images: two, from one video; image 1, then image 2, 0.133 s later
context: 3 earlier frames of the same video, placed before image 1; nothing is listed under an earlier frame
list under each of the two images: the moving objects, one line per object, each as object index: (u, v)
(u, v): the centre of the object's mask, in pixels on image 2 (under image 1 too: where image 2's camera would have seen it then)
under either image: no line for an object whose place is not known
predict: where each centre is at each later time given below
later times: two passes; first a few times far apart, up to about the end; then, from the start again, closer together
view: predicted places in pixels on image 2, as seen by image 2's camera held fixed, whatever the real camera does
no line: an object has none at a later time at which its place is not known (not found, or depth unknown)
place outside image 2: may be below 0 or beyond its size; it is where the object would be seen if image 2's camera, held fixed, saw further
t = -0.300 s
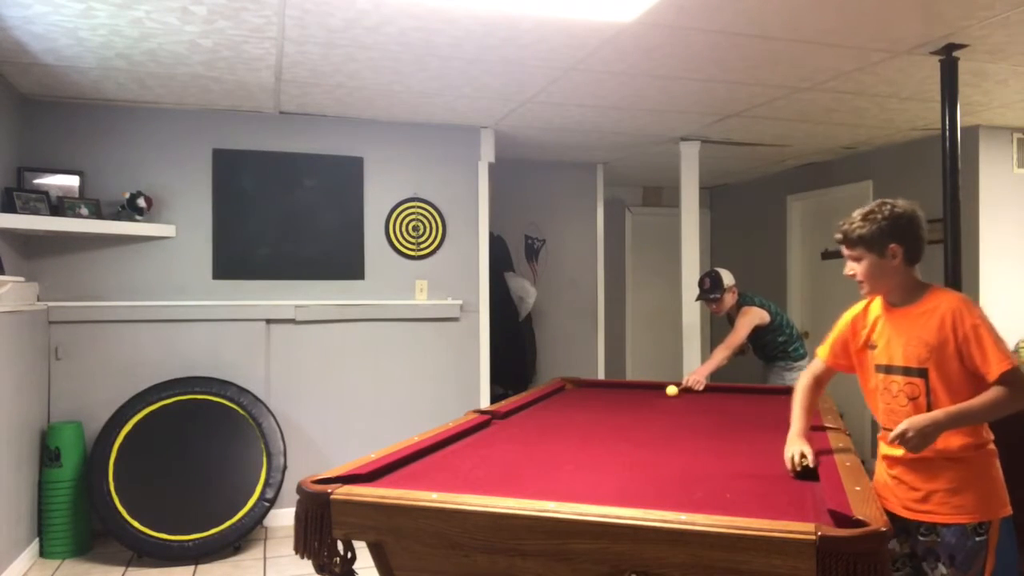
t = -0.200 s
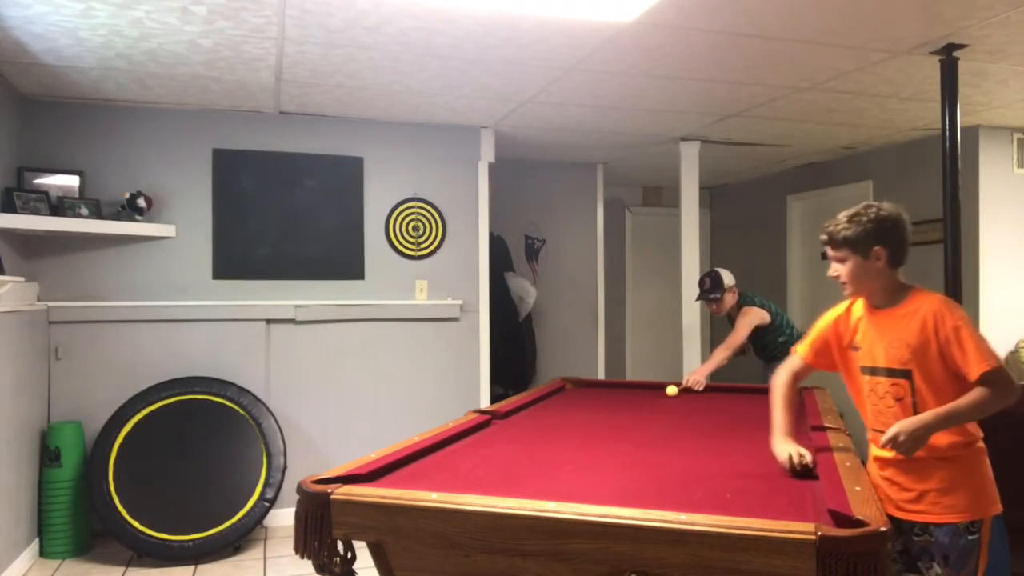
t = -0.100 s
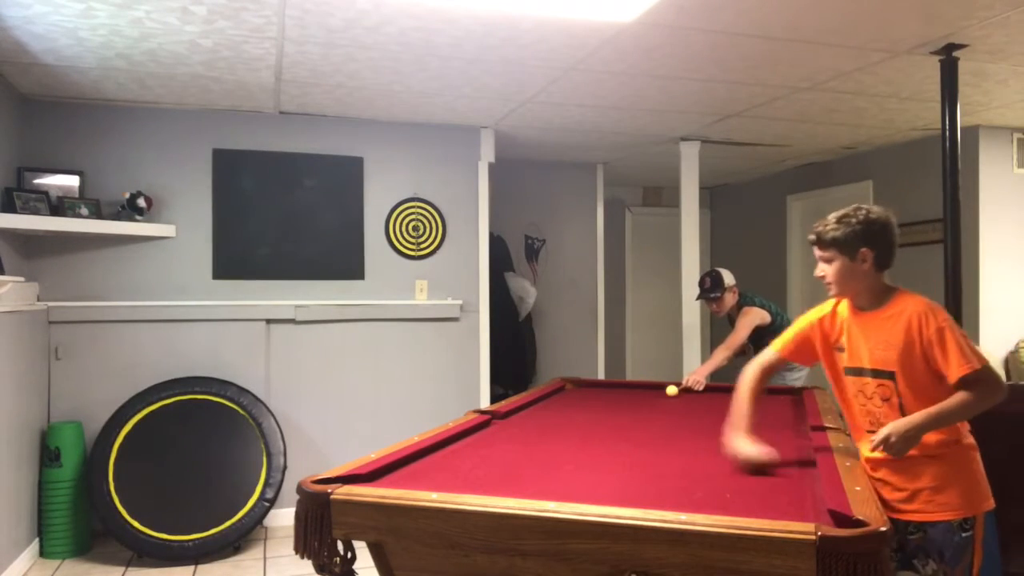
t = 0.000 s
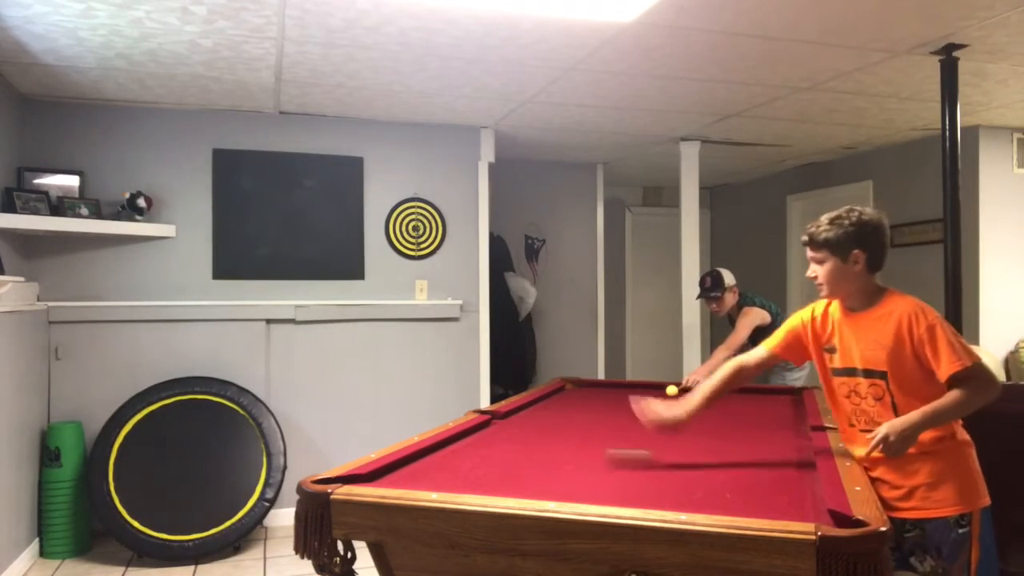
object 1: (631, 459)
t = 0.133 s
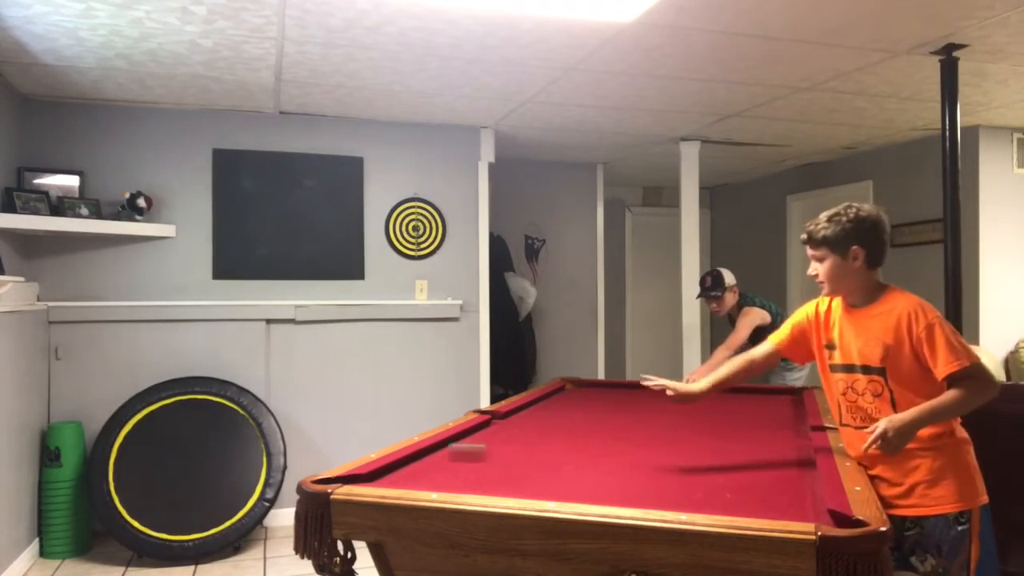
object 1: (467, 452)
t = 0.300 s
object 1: (521, 457)
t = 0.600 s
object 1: (721, 472)
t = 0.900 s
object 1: (721, 471)
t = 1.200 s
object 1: (605, 461)
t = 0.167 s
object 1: (436, 449)
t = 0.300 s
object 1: (521, 457)
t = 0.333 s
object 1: (545, 459)
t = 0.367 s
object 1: (567, 460)
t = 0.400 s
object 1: (589, 462)
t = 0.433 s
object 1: (610, 463)
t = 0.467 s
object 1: (632, 465)
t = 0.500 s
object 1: (653, 467)
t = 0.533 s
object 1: (676, 469)
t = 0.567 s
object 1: (699, 471)
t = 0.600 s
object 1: (721, 472)
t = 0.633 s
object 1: (745, 474)
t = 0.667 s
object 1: (770, 476)
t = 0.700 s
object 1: (795, 477)
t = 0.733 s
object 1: (804, 478)
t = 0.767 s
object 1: (784, 475)
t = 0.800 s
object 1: (766, 474)
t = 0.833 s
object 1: (750, 474)
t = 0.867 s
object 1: (736, 472)
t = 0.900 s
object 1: (721, 471)
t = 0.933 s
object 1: (707, 470)
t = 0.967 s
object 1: (693, 468)
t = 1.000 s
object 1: (680, 467)
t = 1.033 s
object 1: (667, 466)
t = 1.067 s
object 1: (654, 465)
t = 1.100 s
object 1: (641, 464)
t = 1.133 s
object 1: (629, 463)
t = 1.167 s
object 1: (616, 462)
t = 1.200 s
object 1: (605, 461)
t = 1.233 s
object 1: (594, 460)
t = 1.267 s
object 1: (581, 459)
